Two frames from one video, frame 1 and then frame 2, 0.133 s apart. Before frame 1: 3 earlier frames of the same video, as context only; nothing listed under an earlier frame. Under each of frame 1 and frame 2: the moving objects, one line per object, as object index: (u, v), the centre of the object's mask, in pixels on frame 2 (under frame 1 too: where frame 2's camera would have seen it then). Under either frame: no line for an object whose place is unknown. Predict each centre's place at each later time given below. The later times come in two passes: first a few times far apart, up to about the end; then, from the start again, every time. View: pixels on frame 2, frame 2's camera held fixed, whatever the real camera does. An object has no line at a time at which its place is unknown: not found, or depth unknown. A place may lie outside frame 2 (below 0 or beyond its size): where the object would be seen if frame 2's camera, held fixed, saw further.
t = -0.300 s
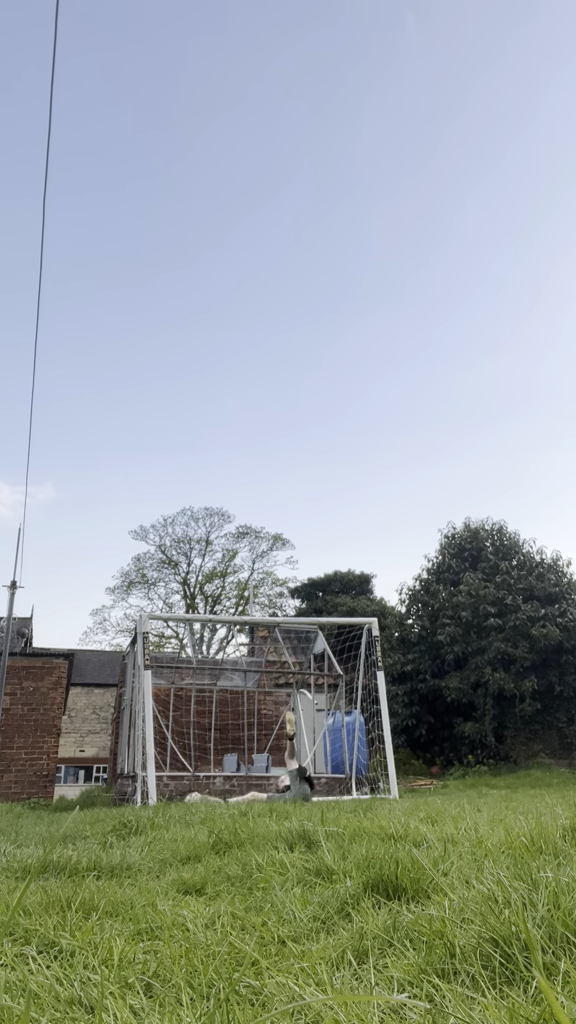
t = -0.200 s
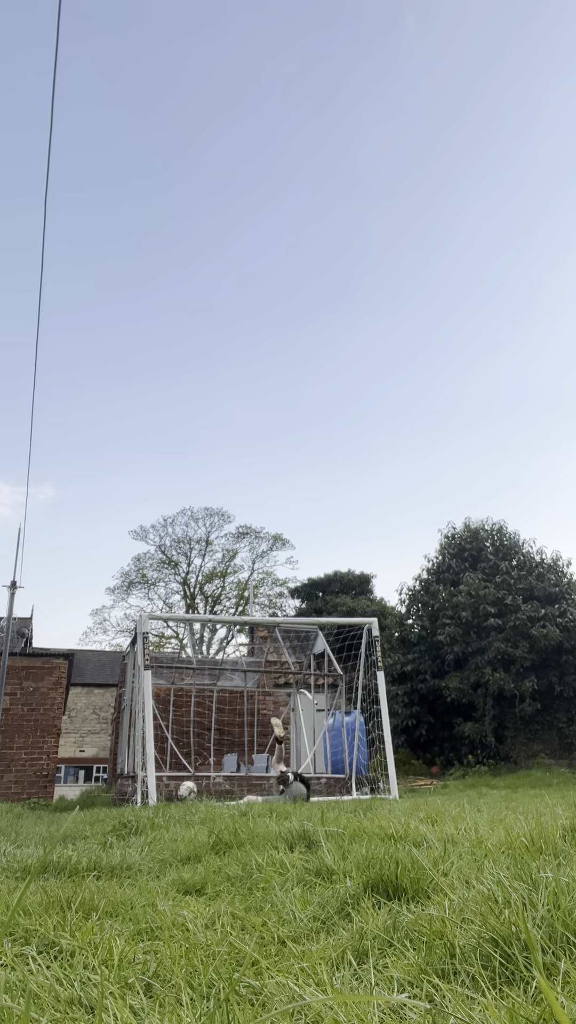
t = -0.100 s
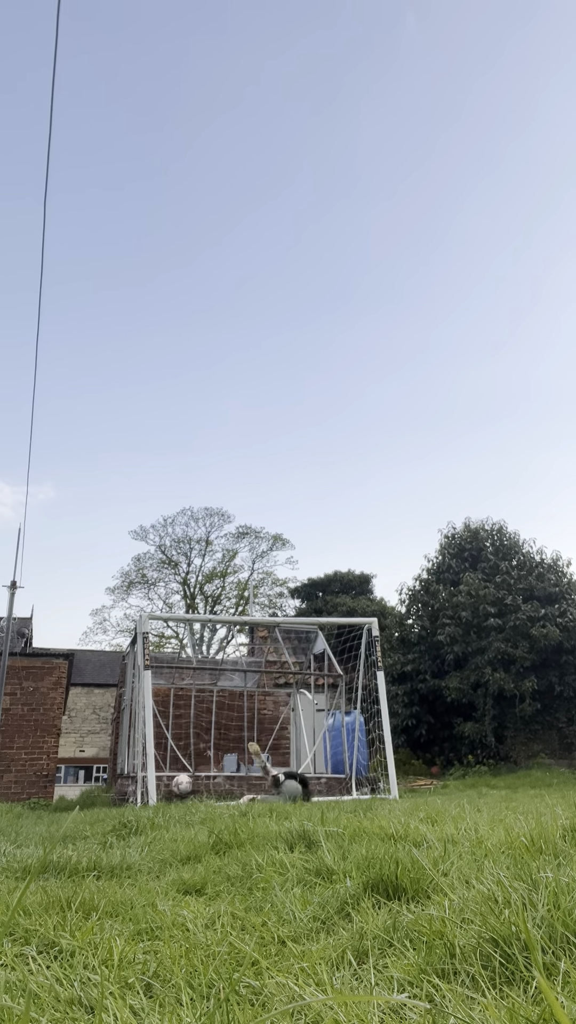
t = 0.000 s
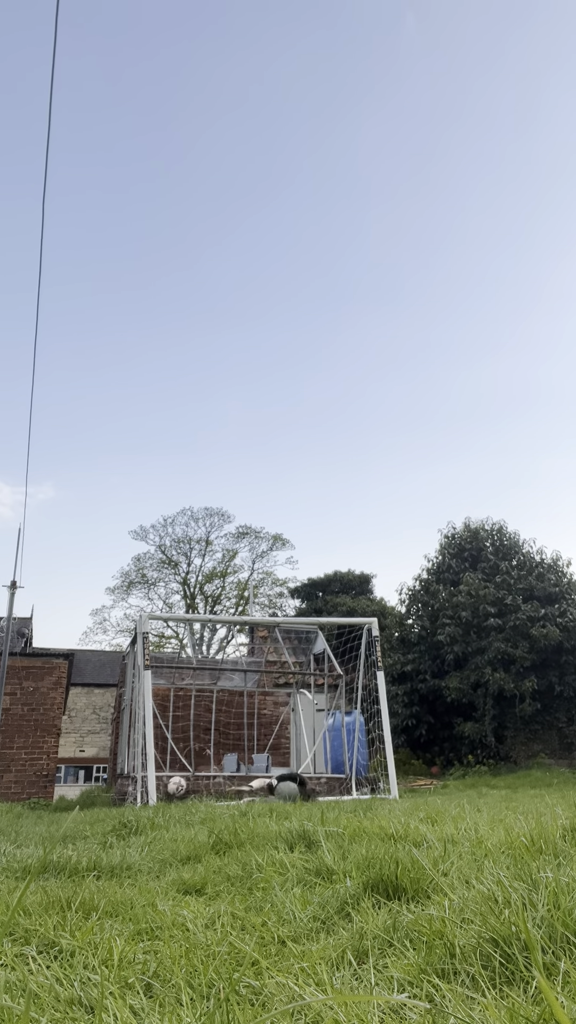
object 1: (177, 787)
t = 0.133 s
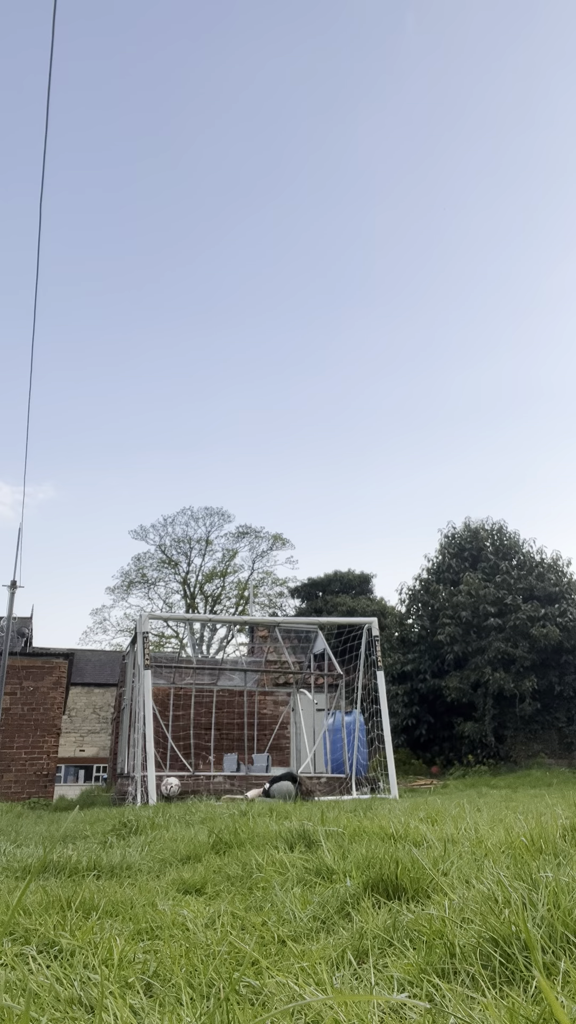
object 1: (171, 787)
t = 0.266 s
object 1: (166, 791)
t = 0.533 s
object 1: (161, 800)
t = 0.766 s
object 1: (161, 801)
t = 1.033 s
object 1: (166, 801)
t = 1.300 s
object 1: (170, 800)
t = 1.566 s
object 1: (171, 801)
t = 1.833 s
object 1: (171, 801)
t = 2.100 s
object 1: (172, 801)
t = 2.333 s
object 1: (171, 801)
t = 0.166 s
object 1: (169, 788)
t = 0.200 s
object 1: (168, 789)
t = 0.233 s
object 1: (167, 789)
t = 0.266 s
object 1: (166, 791)
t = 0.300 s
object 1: (165, 793)
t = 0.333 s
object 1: (164, 795)
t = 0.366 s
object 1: (163, 797)
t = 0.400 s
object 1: (162, 798)
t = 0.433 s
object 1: (161, 799)
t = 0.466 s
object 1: (161, 800)
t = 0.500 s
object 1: (160, 799)
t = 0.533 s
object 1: (161, 800)
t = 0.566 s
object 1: (160, 800)
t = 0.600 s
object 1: (159, 801)
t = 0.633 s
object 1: (160, 800)
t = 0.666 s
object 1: (161, 800)
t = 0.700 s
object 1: (161, 800)
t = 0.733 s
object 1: (161, 801)
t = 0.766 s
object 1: (161, 801)
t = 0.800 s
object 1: (162, 801)
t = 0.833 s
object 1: (163, 801)
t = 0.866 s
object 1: (163, 801)
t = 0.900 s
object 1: (163, 800)
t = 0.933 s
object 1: (164, 800)
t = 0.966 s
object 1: (165, 800)
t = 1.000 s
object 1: (166, 800)
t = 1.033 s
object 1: (166, 801)
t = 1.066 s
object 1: (166, 800)
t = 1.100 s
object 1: (167, 800)
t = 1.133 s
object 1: (168, 801)
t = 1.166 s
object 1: (168, 800)
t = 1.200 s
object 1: (169, 800)
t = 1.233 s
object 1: (170, 800)
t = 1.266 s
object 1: (170, 800)
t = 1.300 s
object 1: (170, 800)
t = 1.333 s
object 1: (170, 800)
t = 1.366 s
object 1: (171, 800)
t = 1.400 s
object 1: (171, 801)
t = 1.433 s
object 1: (171, 801)
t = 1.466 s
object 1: (171, 801)
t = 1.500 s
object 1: (171, 801)
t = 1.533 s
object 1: (171, 801)
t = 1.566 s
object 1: (171, 801)
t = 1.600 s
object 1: (171, 801)
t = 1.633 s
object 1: (171, 801)
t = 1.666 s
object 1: (171, 801)
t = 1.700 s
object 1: (171, 801)
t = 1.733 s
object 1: (171, 801)
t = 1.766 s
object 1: (171, 801)
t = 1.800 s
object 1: (171, 801)
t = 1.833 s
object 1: (171, 801)
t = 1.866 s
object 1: (171, 801)
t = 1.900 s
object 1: (171, 801)
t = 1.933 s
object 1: (171, 801)
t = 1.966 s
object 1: (171, 801)
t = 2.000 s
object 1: (171, 801)
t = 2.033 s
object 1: (172, 801)
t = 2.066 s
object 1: (172, 801)
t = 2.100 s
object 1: (172, 801)
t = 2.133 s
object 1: (172, 801)
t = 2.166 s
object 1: (171, 801)
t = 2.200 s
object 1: (171, 801)
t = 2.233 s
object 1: (171, 801)
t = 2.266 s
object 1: (172, 801)
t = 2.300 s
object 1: (171, 801)
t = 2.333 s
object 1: (171, 801)
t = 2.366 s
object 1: (171, 801)
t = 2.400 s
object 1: (171, 801)
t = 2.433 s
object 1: (171, 801)
